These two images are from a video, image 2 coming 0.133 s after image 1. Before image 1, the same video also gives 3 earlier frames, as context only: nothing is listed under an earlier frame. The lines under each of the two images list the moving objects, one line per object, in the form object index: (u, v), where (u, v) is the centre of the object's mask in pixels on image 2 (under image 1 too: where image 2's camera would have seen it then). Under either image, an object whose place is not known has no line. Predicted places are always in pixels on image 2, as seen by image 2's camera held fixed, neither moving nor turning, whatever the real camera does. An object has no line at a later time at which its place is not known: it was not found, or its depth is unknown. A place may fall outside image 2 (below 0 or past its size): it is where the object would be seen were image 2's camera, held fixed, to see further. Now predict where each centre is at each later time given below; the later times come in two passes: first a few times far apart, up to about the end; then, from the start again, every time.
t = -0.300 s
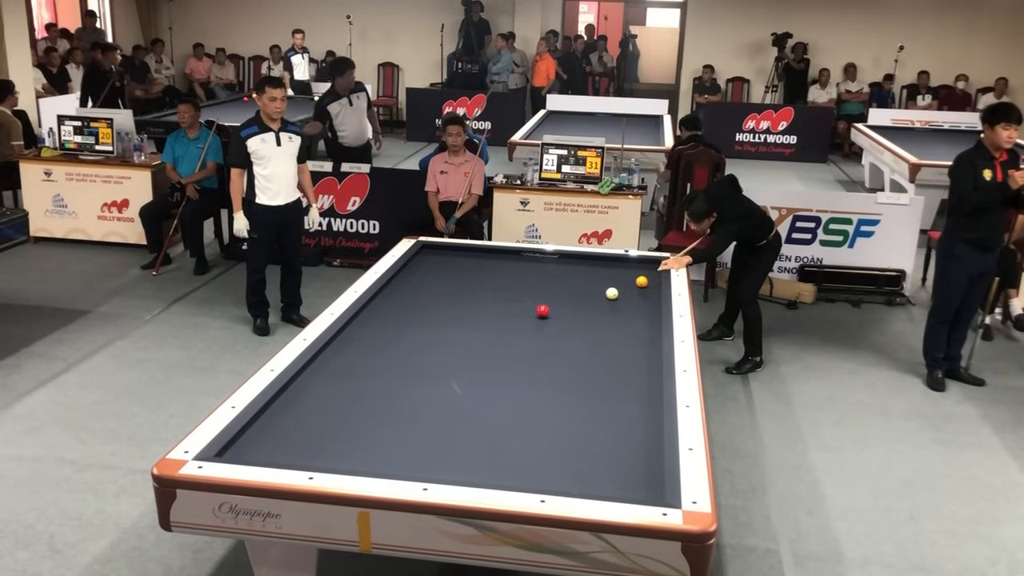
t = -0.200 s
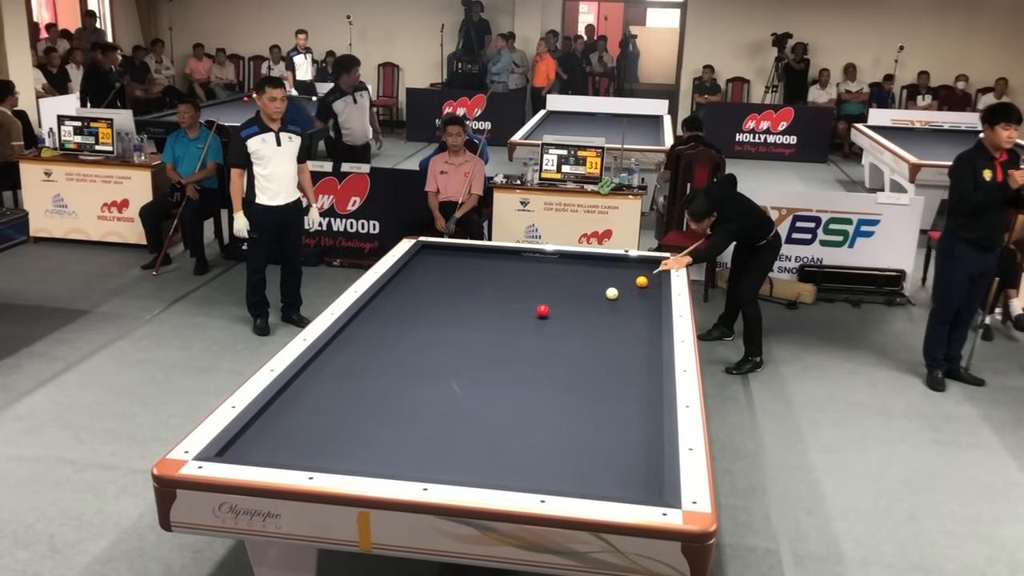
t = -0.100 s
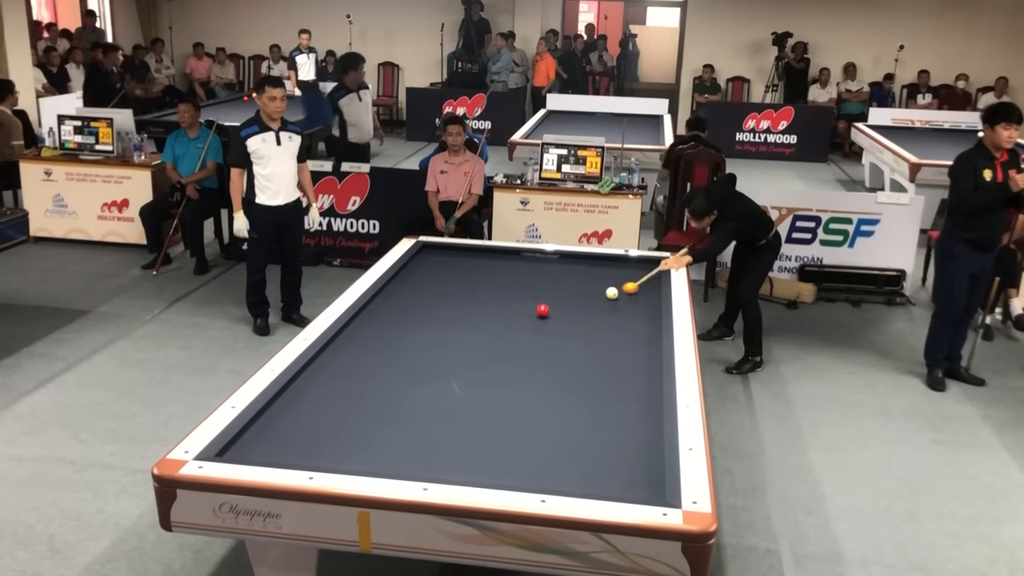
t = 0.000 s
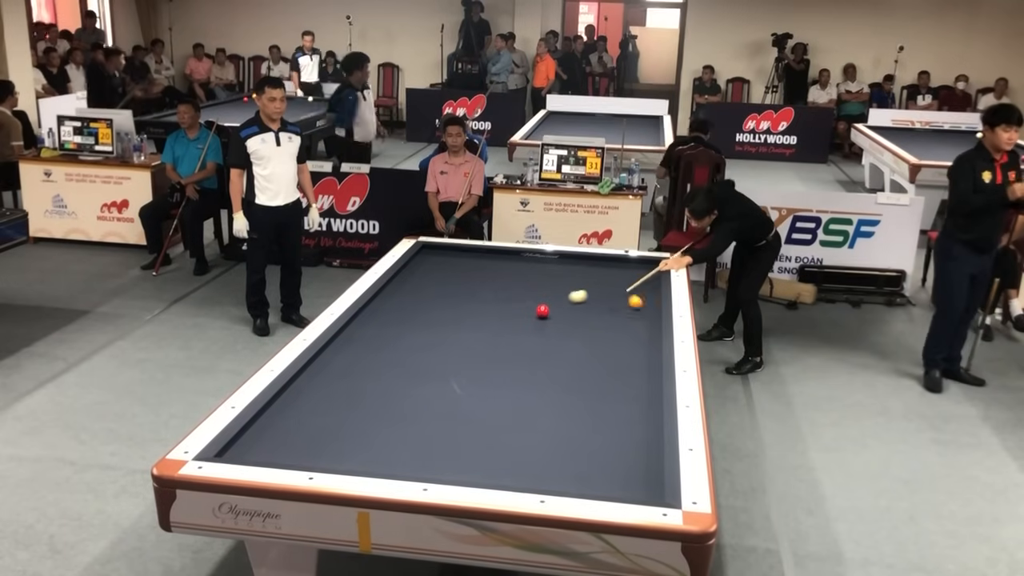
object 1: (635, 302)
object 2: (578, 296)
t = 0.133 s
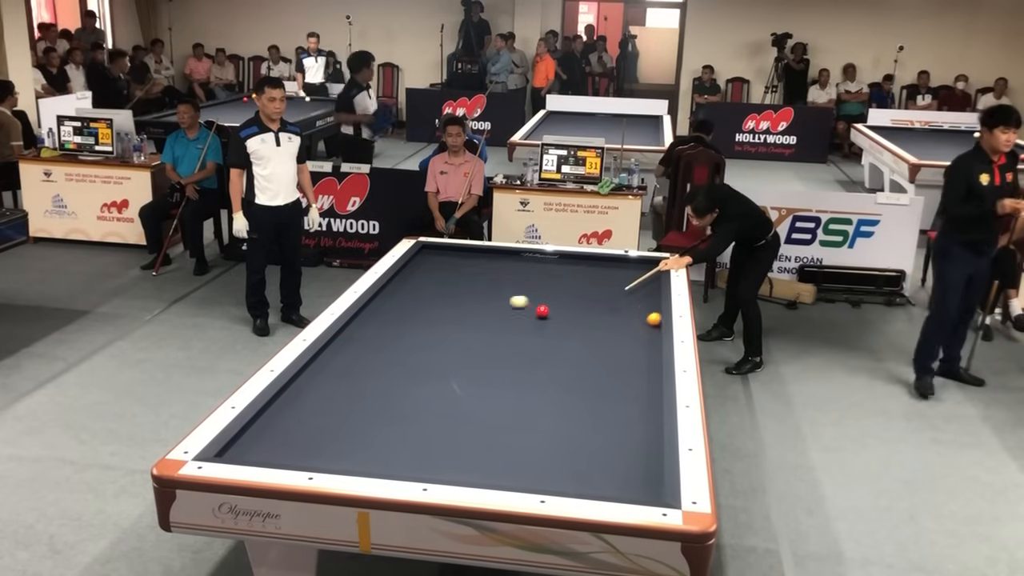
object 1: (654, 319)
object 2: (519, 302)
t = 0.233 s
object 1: (640, 331)
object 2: (476, 306)
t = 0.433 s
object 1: (615, 356)
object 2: (395, 313)
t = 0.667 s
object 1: (582, 388)
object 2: (389, 326)
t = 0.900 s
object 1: (544, 427)
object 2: (432, 342)
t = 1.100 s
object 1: (503, 468)
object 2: (465, 356)
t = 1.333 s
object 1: (460, 446)
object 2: (506, 374)
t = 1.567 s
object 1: (424, 413)
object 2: (551, 394)
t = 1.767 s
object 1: (396, 391)
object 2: (592, 412)
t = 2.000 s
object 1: (367, 369)
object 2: (644, 435)
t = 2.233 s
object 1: (341, 349)
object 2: (623, 446)
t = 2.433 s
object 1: (355, 336)
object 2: (598, 455)
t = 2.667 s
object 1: (388, 324)
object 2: (568, 465)
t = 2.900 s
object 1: (418, 312)
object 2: (538, 475)
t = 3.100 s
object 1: (442, 304)
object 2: (512, 480)
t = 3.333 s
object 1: (468, 294)
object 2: (495, 473)
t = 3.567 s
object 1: (491, 286)
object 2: (479, 465)
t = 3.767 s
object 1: (510, 279)
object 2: (466, 459)
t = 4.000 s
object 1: (530, 271)
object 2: (451, 452)
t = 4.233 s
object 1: (549, 264)
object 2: (437, 445)
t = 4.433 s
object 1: (564, 258)
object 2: (427, 439)
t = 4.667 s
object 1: (580, 260)
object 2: (414, 433)
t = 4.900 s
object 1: (597, 265)
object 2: (403, 427)
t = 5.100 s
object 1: (611, 270)
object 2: (394, 423)
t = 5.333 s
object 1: (628, 275)
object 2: (384, 417)
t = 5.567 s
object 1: (645, 281)
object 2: (374, 413)
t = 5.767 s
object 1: (652, 285)
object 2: (367, 409)
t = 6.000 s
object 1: (641, 289)
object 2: (358, 405)
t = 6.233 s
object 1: (631, 293)
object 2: (350, 401)
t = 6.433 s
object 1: (622, 296)
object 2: (344, 398)
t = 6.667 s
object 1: (611, 300)
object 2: (337, 394)
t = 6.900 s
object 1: (601, 303)
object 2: (330, 391)
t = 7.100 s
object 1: (592, 306)
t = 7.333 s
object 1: (582, 310)
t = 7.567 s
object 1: (571, 314)
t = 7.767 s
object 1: (562, 317)
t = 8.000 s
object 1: (552, 321)
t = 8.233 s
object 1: (542, 325)
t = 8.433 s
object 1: (533, 328)
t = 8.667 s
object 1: (523, 331)
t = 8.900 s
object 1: (513, 335)
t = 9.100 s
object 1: (505, 338)
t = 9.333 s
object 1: (495, 342)
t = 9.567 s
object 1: (486, 345)
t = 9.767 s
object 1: (478, 348)
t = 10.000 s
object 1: (469, 352)
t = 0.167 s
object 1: (649, 323)
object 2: (504, 303)
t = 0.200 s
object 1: (644, 327)
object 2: (490, 304)
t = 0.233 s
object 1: (640, 331)
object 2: (476, 306)
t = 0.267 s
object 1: (636, 335)
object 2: (462, 307)
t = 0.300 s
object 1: (631, 339)
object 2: (448, 308)
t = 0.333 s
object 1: (627, 343)
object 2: (435, 309)
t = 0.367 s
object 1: (623, 347)
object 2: (421, 310)
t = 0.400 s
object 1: (619, 351)
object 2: (408, 312)
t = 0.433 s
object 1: (615, 356)
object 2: (395, 313)
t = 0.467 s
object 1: (611, 360)
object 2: (382, 314)
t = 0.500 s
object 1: (606, 364)
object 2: (369, 315)
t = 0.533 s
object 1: (602, 369)
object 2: (359, 317)
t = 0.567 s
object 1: (597, 373)
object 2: (366, 319)
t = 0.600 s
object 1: (592, 378)
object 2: (374, 321)
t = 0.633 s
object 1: (587, 383)
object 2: (382, 324)
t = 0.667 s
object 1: (582, 388)
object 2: (389, 326)
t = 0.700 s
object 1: (577, 393)
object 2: (396, 328)
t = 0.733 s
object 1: (572, 399)
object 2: (403, 330)
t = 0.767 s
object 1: (567, 404)
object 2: (409, 332)
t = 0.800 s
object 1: (561, 410)
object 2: (416, 335)
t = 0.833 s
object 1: (555, 415)
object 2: (422, 337)
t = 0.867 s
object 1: (550, 421)
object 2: (427, 340)
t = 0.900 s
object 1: (544, 427)
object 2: (432, 342)
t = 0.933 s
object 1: (538, 434)
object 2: (438, 344)
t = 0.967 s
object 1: (531, 440)
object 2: (443, 347)
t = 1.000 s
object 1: (525, 447)
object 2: (448, 349)
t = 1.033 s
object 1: (518, 454)
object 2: (454, 351)
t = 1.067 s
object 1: (511, 461)
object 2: (459, 354)
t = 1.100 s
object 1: (503, 468)
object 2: (465, 356)
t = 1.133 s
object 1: (497, 474)
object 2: (471, 359)
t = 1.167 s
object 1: (489, 477)
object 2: (477, 361)
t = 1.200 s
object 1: (483, 472)
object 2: (482, 364)
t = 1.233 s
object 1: (477, 466)
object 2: (488, 366)
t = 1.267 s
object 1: (471, 459)
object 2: (494, 369)
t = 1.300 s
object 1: (466, 452)
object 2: (500, 372)
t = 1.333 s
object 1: (460, 446)
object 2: (506, 374)
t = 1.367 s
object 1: (455, 440)
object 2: (512, 377)
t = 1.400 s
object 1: (450, 435)
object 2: (518, 379)
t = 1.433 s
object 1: (444, 430)
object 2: (524, 382)
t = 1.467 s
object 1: (439, 425)
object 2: (531, 385)
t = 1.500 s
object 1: (434, 421)
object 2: (537, 388)
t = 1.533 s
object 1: (429, 417)
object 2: (544, 391)
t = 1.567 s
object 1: (424, 413)
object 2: (551, 394)
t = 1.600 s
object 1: (419, 409)
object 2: (557, 397)
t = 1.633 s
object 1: (414, 405)
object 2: (564, 400)
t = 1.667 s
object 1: (410, 401)
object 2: (571, 403)
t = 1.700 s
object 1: (405, 398)
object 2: (578, 406)
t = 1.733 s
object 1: (401, 395)
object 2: (585, 409)
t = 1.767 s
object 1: (396, 391)
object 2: (592, 412)
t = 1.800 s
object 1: (392, 388)
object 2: (599, 415)
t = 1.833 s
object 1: (388, 385)
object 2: (607, 418)
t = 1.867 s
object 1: (383, 381)
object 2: (614, 421)
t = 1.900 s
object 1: (379, 378)
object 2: (621, 425)
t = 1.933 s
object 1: (375, 375)
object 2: (629, 428)
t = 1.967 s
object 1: (371, 372)
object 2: (637, 431)
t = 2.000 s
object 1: (367, 369)
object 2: (644, 435)
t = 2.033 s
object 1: (363, 366)
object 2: (652, 439)
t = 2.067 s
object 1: (359, 363)
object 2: (650, 441)
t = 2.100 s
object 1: (355, 360)
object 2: (644, 442)
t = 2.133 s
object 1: (352, 357)
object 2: (638, 443)
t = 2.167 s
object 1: (348, 355)
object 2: (632, 444)
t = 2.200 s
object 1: (345, 352)
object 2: (627, 445)
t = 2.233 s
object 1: (341, 349)
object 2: (623, 446)
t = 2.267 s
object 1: (338, 346)
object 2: (619, 448)
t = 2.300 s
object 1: (334, 344)
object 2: (614, 449)
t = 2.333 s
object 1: (338, 341)
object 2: (610, 450)
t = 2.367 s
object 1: (344, 340)
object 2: (606, 452)
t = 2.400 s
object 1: (349, 338)
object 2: (602, 453)
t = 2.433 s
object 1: (355, 336)
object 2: (598, 455)
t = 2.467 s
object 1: (360, 334)
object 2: (594, 456)
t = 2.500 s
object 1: (365, 332)
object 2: (590, 458)
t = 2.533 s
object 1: (370, 331)
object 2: (585, 459)
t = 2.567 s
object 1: (375, 329)
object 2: (581, 461)
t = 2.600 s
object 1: (379, 327)
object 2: (577, 462)
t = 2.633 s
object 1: (384, 326)
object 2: (573, 464)
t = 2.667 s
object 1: (388, 324)
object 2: (568, 465)
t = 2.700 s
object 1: (393, 322)
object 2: (564, 467)
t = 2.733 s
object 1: (397, 321)
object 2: (560, 468)
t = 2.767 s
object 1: (402, 319)
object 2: (556, 470)
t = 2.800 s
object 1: (406, 317)
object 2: (551, 471)
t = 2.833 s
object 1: (410, 316)
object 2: (547, 472)
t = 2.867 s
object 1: (414, 314)
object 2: (542, 474)
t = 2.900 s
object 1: (418, 312)
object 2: (538, 475)
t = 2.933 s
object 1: (423, 311)
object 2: (534, 477)
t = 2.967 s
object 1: (427, 310)
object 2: (529, 478)
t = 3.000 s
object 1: (431, 308)
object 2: (525, 478)
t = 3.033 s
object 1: (435, 307)
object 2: (521, 479)
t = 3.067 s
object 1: (438, 305)
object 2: (516, 480)
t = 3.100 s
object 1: (442, 304)
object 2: (512, 480)
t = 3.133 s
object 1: (446, 303)
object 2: (510, 479)
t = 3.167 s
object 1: (450, 301)
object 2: (507, 478)
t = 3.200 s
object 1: (453, 299)
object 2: (505, 477)
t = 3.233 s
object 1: (457, 298)
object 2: (503, 476)
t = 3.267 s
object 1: (461, 297)
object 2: (500, 475)
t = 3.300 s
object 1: (464, 296)
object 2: (498, 474)
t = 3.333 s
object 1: (468, 294)
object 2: (495, 473)
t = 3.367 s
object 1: (471, 293)
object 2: (493, 472)
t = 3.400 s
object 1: (475, 292)
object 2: (490, 471)
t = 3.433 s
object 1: (478, 290)
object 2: (488, 470)
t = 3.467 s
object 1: (481, 289)
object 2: (486, 469)
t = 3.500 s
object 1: (484, 288)
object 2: (483, 468)
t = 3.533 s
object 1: (488, 287)
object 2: (481, 466)
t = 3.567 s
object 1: (491, 286)
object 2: (479, 465)
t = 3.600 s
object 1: (494, 284)
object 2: (477, 464)
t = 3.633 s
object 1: (497, 283)
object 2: (474, 463)
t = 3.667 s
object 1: (501, 282)
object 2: (472, 462)
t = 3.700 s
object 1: (503, 281)
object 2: (470, 461)
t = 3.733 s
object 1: (507, 280)
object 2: (468, 460)
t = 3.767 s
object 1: (510, 279)
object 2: (466, 459)
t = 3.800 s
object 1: (513, 277)
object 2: (463, 458)
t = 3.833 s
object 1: (516, 276)
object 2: (461, 457)
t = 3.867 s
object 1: (519, 275)
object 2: (459, 456)
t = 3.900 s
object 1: (521, 274)
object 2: (457, 455)
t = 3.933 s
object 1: (524, 273)
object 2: (455, 454)
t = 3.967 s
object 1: (527, 272)
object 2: (453, 453)
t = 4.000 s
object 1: (530, 271)
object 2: (451, 452)
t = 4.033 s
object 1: (533, 270)
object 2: (449, 451)
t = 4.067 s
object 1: (536, 269)
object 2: (447, 449)
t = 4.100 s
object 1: (538, 268)
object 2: (445, 449)
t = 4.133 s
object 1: (541, 267)
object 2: (443, 448)
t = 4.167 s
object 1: (543, 266)
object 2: (441, 447)
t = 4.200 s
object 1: (546, 265)
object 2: (440, 446)
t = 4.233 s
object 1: (549, 264)
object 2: (437, 445)
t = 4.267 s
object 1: (551, 263)
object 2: (436, 444)
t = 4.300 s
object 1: (554, 262)
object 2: (434, 443)
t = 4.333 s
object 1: (556, 261)
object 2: (432, 442)
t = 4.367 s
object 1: (559, 260)
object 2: (430, 441)
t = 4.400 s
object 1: (561, 259)
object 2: (428, 440)
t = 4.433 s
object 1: (564, 258)
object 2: (427, 439)
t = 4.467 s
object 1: (566, 257)
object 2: (425, 439)
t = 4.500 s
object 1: (568, 256)
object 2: (423, 438)
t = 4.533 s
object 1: (571, 256)
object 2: (421, 437)
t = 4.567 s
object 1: (573, 257)
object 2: (420, 436)
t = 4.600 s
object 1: (575, 258)
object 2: (418, 435)
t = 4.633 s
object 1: (578, 259)
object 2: (416, 434)
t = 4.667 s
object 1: (580, 260)
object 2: (414, 433)
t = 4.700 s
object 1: (583, 260)
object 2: (413, 432)
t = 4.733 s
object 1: (585, 261)
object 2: (411, 432)
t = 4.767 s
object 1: (587, 262)
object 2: (410, 431)
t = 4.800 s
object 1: (590, 263)
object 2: (408, 430)
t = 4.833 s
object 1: (592, 263)
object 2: (406, 429)
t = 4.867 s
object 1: (594, 264)
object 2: (405, 428)
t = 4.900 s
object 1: (597, 265)
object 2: (403, 427)
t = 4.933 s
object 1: (599, 266)
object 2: (402, 427)
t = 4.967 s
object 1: (602, 266)
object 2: (400, 426)
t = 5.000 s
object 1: (604, 267)
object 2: (398, 425)
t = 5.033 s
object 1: (606, 268)
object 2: (397, 424)
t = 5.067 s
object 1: (609, 269)
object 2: (395, 423)
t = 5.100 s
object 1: (611, 270)
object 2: (394, 423)
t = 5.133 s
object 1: (614, 270)
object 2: (392, 422)
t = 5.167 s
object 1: (616, 271)
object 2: (391, 421)
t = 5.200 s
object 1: (618, 272)
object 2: (389, 420)
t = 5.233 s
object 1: (621, 273)
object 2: (388, 420)
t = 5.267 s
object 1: (623, 274)
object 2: (387, 419)
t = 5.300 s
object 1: (626, 274)
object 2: (385, 418)
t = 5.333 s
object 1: (628, 275)
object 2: (384, 417)
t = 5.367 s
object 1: (631, 276)
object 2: (382, 417)
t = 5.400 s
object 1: (633, 277)
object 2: (381, 416)
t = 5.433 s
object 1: (635, 277)
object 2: (380, 415)
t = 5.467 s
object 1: (638, 278)
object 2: (378, 415)
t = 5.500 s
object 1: (640, 279)
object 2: (377, 414)
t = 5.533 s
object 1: (643, 280)
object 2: (376, 414)
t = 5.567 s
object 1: (645, 281)
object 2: (374, 413)
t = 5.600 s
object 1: (648, 281)
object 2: (373, 412)
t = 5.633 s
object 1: (650, 282)
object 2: (372, 412)
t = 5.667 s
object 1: (653, 283)
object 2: (370, 411)
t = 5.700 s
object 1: (655, 284)
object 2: (369, 410)
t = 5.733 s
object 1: (653, 284)
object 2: (368, 410)
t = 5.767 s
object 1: (652, 285)
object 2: (367, 409)
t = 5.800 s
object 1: (650, 286)
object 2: (365, 408)
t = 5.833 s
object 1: (648, 286)
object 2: (364, 408)
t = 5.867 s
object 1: (647, 287)
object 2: (363, 407)
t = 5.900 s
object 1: (646, 287)
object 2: (362, 407)
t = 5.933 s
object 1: (644, 288)
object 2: (361, 406)
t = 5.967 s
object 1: (643, 288)
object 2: (359, 405)
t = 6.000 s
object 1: (641, 289)
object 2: (358, 405)
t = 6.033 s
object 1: (640, 289)
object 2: (357, 404)
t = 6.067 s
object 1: (638, 290)
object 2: (356, 404)
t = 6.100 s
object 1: (636, 291)
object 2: (355, 403)
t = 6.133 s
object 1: (635, 291)
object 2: (354, 403)
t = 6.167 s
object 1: (634, 292)
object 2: (352, 402)
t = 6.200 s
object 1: (632, 292)
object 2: (351, 401)
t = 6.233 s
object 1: (631, 293)
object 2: (350, 401)
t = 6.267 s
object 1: (629, 293)
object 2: (349, 400)
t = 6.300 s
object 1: (628, 294)
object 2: (348, 400)
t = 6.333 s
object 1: (626, 294)
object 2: (347, 399)
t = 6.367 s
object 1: (625, 295)
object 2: (346, 399)
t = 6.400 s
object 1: (623, 295)
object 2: (345, 398)
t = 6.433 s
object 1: (622, 296)
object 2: (344, 398)
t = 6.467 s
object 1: (620, 296)
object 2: (343, 397)
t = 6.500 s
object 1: (619, 297)
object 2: (342, 397)
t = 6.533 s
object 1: (617, 297)
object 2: (341, 396)
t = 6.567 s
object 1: (616, 298)
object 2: (340, 396)
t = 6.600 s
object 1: (614, 298)
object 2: (339, 395)
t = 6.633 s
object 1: (613, 299)
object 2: (338, 395)
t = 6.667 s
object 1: (611, 300)
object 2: (337, 394)
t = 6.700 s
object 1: (610, 300)
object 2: (336, 394)
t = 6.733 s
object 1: (608, 301)
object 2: (335, 393)
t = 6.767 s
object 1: (607, 301)
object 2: (334, 393)
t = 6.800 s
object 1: (605, 302)
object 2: (333, 392)
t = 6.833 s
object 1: (604, 302)
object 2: (332, 392)
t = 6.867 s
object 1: (602, 303)
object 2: (331, 392)
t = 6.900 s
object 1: (601, 303)
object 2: (330, 391)
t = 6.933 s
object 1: (599, 304)
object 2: (329, 391)
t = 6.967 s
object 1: (598, 304)
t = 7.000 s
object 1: (596, 305)
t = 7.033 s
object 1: (595, 305)
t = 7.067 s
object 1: (594, 306)
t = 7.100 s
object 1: (592, 306)
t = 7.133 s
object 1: (591, 307)
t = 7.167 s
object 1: (589, 308)
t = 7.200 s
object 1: (588, 308)
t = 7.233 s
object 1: (586, 309)
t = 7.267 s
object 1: (585, 309)
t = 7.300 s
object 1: (583, 310)
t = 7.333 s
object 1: (582, 310)
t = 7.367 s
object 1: (580, 311)
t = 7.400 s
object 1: (579, 311)
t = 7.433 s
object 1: (577, 312)
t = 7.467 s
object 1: (576, 312)
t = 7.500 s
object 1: (574, 313)
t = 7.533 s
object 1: (573, 313)
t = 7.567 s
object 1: (571, 314)
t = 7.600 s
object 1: (570, 315)
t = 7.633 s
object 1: (568, 315)
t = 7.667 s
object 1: (567, 316)
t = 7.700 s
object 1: (565, 316)
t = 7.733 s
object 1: (564, 317)
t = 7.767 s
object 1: (562, 317)
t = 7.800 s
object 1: (561, 318)
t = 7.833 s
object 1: (560, 318)
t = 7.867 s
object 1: (558, 319)
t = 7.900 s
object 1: (557, 319)
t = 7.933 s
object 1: (555, 320)
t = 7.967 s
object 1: (553, 321)
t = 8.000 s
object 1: (552, 321)
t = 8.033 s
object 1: (551, 322)
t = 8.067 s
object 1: (549, 322)
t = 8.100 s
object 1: (548, 323)
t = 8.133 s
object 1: (546, 323)
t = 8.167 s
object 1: (545, 324)
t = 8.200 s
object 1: (544, 324)
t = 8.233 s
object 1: (542, 325)
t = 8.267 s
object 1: (541, 325)
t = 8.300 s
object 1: (539, 326)
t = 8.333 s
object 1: (538, 326)
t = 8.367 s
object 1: (536, 327)
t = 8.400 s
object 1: (535, 327)
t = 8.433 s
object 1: (533, 328)
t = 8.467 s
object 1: (532, 328)
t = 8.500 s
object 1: (530, 329)
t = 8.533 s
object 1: (529, 329)
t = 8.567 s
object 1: (527, 330)
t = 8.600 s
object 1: (526, 330)
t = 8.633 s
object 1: (525, 331)
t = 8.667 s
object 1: (523, 331)
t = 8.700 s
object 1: (522, 332)
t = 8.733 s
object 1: (520, 333)
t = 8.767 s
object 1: (519, 333)
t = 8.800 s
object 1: (518, 334)
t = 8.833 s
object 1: (516, 334)
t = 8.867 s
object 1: (515, 335)
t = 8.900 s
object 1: (513, 335)
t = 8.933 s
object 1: (512, 336)
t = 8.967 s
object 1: (511, 336)
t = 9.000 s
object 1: (509, 337)
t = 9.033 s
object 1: (508, 337)
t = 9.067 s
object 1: (506, 338)
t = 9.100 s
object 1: (505, 338)
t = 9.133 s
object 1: (503, 339)
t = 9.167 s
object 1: (502, 339)
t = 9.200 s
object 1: (500, 340)
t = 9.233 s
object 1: (499, 340)
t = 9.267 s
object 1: (498, 341)
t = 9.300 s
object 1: (496, 342)
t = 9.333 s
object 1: (495, 342)
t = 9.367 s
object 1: (494, 342)
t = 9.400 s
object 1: (492, 343)
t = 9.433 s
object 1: (491, 343)
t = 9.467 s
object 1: (489, 344)
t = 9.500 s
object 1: (488, 344)
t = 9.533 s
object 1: (487, 345)
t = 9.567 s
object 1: (486, 345)
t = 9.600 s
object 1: (484, 346)
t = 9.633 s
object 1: (483, 346)
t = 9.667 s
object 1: (481, 347)
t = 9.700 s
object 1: (480, 347)
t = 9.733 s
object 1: (479, 348)
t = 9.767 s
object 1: (478, 348)
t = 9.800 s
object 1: (476, 349)
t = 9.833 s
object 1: (475, 349)
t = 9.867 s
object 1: (474, 350)
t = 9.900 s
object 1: (472, 350)
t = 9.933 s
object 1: (471, 351)
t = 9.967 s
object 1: (470, 351)
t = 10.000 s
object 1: (469, 352)
